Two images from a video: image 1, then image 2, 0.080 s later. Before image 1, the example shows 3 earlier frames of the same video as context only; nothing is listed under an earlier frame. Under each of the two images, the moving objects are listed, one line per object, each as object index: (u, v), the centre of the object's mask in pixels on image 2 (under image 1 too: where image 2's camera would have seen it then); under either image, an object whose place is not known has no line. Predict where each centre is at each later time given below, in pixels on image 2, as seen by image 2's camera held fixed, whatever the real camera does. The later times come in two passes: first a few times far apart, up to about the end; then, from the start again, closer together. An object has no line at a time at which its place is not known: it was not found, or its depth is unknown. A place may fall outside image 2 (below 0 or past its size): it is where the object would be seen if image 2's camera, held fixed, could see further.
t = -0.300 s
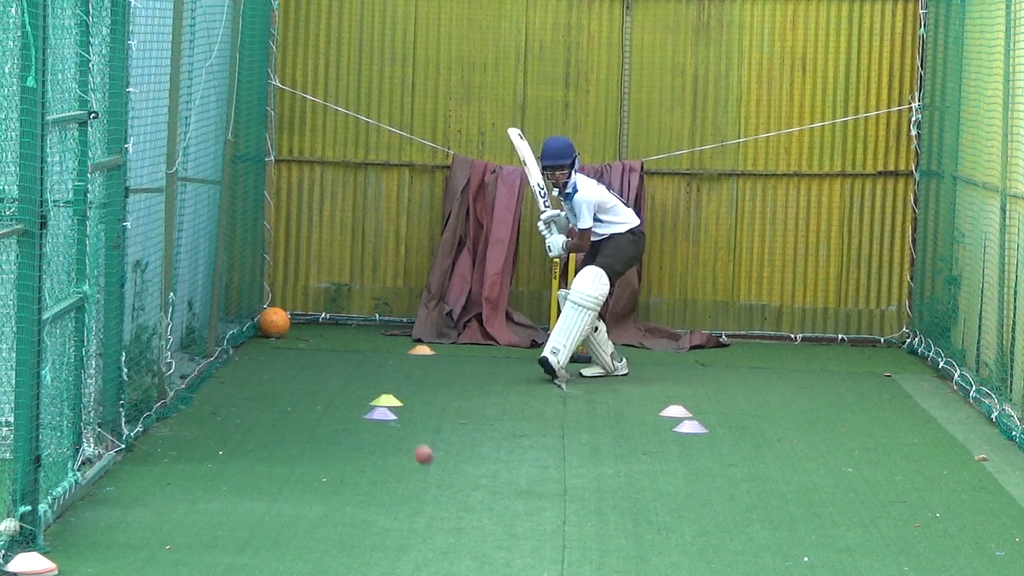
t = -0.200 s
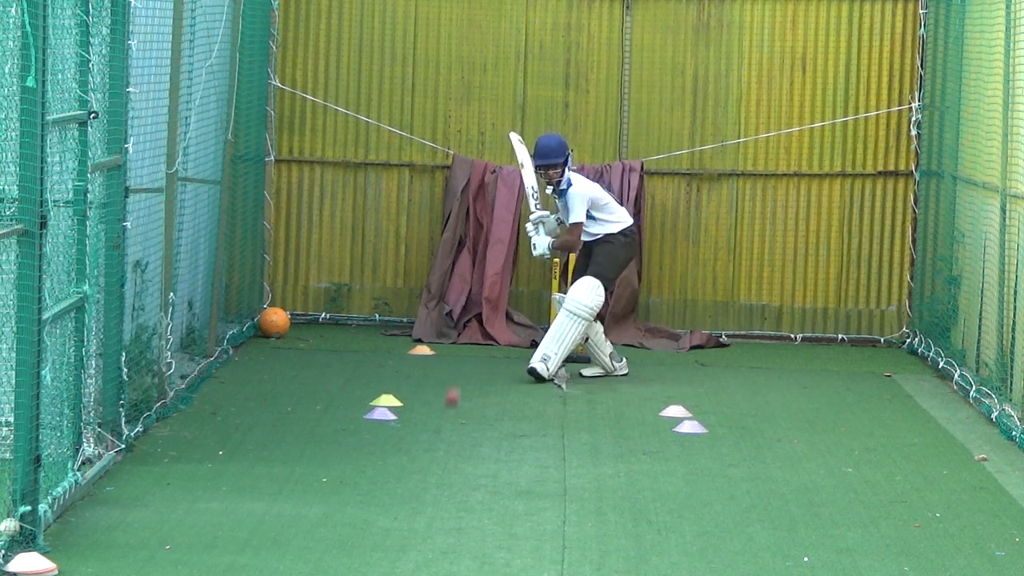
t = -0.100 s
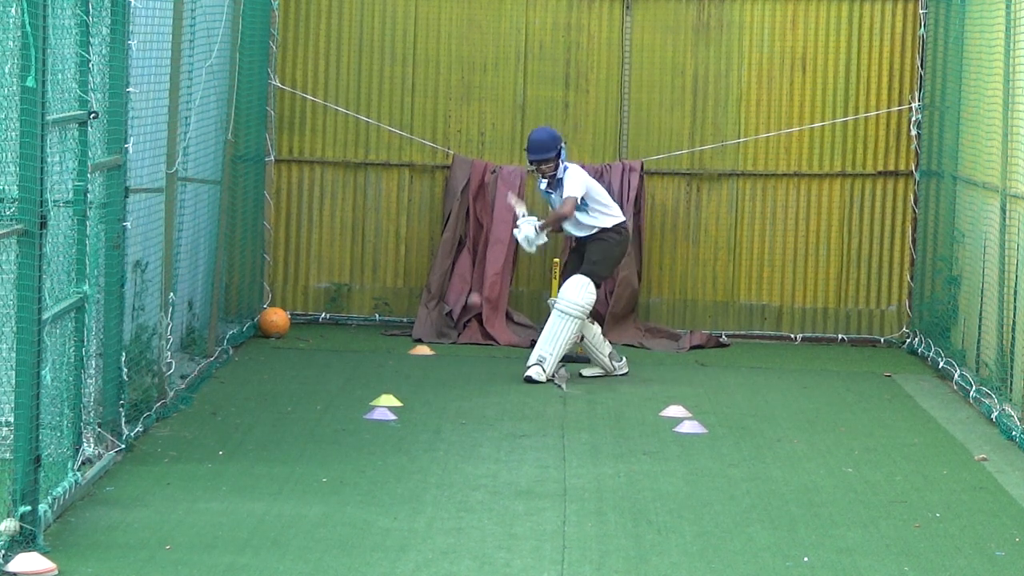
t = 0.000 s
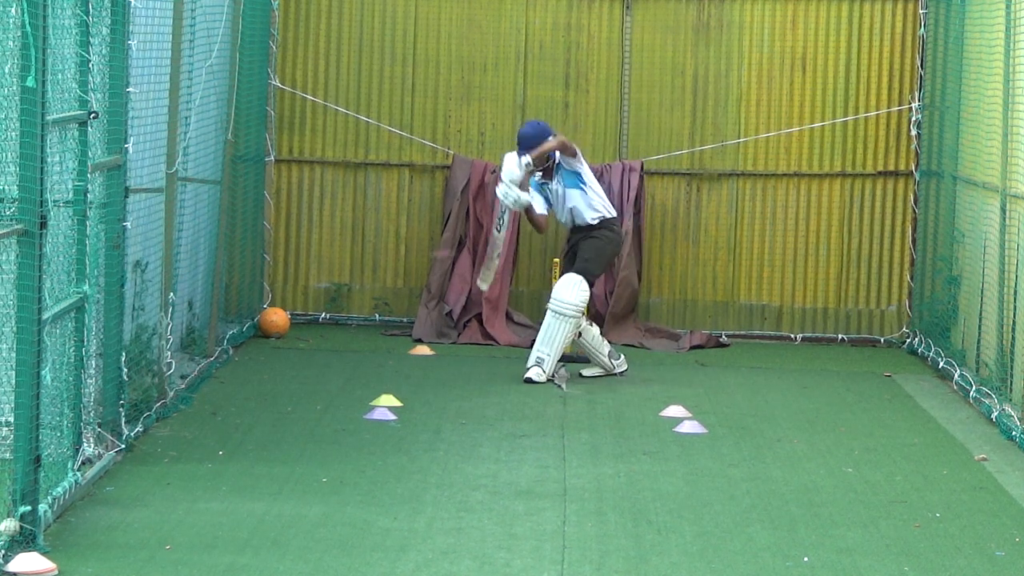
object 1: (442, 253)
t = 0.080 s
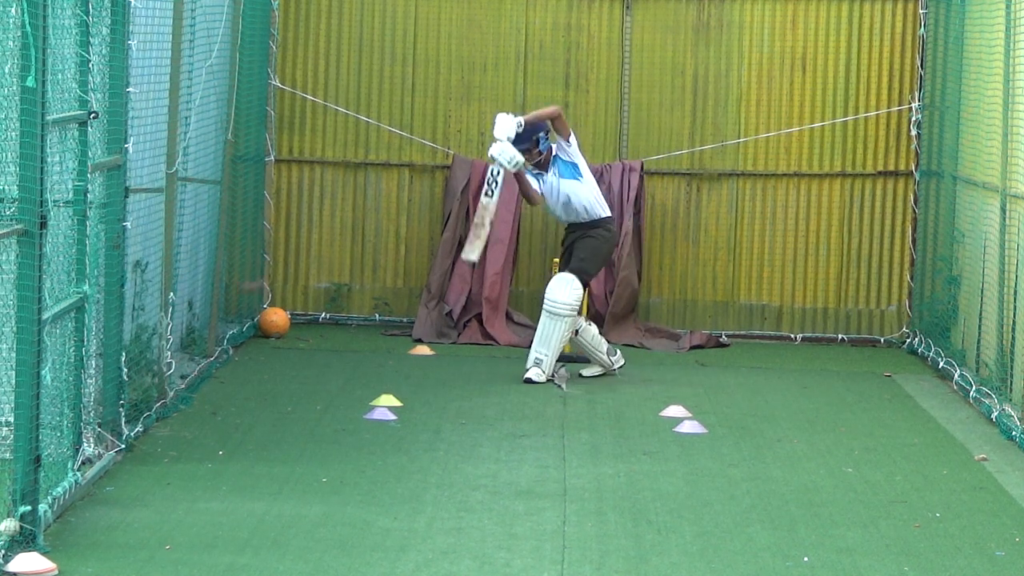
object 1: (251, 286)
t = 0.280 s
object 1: (230, 356)
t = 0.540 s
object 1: (342, 372)
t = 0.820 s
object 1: (467, 417)
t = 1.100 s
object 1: (597, 448)
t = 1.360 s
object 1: (724, 473)
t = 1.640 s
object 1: (868, 506)
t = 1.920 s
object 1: (1018, 539)
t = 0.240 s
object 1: (211, 340)
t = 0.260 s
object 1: (221, 348)
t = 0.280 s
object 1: (230, 356)
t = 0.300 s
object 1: (240, 366)
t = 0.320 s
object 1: (248, 377)
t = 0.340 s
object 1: (259, 386)
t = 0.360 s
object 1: (267, 381)
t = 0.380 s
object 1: (275, 377)
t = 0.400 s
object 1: (283, 374)
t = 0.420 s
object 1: (292, 371)
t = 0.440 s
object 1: (300, 369)
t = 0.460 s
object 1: (309, 368)
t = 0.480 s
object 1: (317, 368)
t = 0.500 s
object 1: (325, 369)
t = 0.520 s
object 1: (334, 370)
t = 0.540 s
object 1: (342, 372)
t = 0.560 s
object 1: (351, 374)
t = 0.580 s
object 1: (359, 378)
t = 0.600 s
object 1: (368, 383)
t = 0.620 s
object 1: (376, 387)
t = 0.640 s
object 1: (385, 393)
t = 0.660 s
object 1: (394, 400)
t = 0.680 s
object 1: (403, 409)
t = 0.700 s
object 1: (413, 413)
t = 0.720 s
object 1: (421, 411)
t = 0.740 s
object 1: (430, 411)
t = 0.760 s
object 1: (439, 411)
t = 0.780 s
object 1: (449, 412)
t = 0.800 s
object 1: (458, 414)
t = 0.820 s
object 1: (467, 417)
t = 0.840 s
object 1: (476, 421)
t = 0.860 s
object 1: (485, 425)
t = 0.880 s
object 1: (495, 430)
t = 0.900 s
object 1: (504, 429)
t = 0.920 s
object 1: (513, 428)
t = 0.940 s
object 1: (523, 428)
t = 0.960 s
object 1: (531, 429)
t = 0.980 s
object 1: (541, 430)
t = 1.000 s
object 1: (550, 433)
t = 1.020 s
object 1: (560, 436)
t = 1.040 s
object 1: (569, 441)
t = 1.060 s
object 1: (579, 446)
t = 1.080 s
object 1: (588, 449)
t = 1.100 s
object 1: (597, 448)
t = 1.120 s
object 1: (606, 448)
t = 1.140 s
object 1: (616, 449)
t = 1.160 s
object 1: (626, 451)
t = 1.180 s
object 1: (636, 453)
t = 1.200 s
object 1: (645, 456)
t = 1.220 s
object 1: (655, 461)
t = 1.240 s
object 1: (665, 467)
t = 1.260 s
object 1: (674, 468)
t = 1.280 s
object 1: (684, 467)
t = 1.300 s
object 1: (694, 467)
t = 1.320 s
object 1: (704, 469)
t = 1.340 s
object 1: (714, 470)
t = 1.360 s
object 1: (724, 473)
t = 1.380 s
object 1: (734, 476)
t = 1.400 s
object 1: (744, 481)
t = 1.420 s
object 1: (754, 486)
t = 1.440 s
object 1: (764, 486)
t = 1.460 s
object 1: (774, 485)
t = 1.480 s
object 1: (784, 486)
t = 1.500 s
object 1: (795, 487)
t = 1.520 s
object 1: (805, 489)
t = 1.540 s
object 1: (816, 493)
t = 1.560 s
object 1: (826, 497)
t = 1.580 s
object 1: (836, 502)
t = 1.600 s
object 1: (847, 506)
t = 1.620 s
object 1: (857, 506)
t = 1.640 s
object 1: (868, 506)
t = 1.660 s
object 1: (878, 508)
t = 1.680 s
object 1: (888, 511)
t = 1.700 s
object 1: (899, 515)
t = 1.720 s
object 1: (910, 520)
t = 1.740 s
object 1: (920, 521)
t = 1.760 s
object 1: (931, 521)
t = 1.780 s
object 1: (942, 523)
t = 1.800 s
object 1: (953, 527)
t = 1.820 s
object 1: (965, 530)
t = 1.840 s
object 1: (975, 533)
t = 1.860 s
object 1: (986, 533)
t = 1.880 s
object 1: (997, 534)
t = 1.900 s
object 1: (1008, 536)
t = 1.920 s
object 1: (1018, 539)
